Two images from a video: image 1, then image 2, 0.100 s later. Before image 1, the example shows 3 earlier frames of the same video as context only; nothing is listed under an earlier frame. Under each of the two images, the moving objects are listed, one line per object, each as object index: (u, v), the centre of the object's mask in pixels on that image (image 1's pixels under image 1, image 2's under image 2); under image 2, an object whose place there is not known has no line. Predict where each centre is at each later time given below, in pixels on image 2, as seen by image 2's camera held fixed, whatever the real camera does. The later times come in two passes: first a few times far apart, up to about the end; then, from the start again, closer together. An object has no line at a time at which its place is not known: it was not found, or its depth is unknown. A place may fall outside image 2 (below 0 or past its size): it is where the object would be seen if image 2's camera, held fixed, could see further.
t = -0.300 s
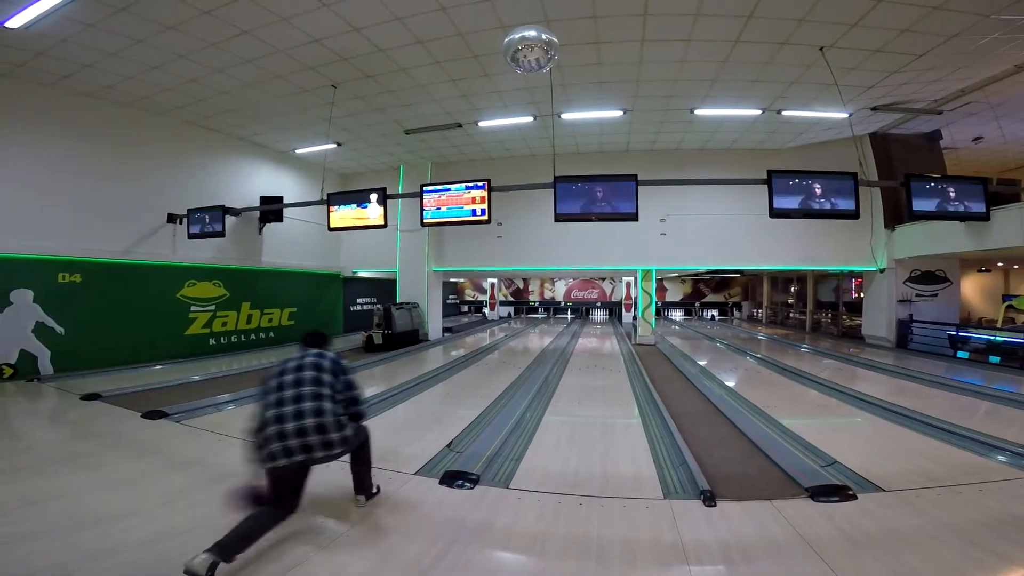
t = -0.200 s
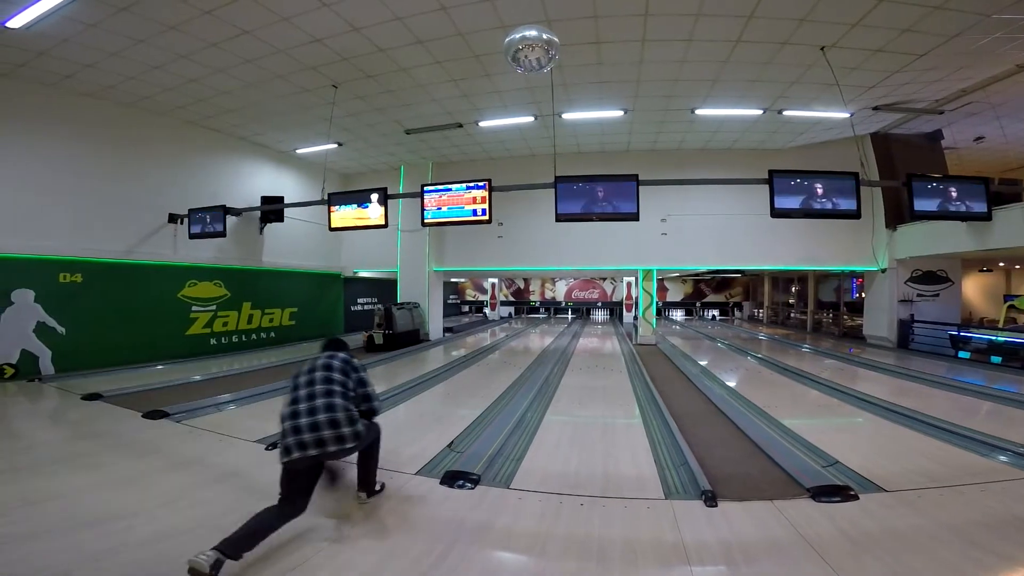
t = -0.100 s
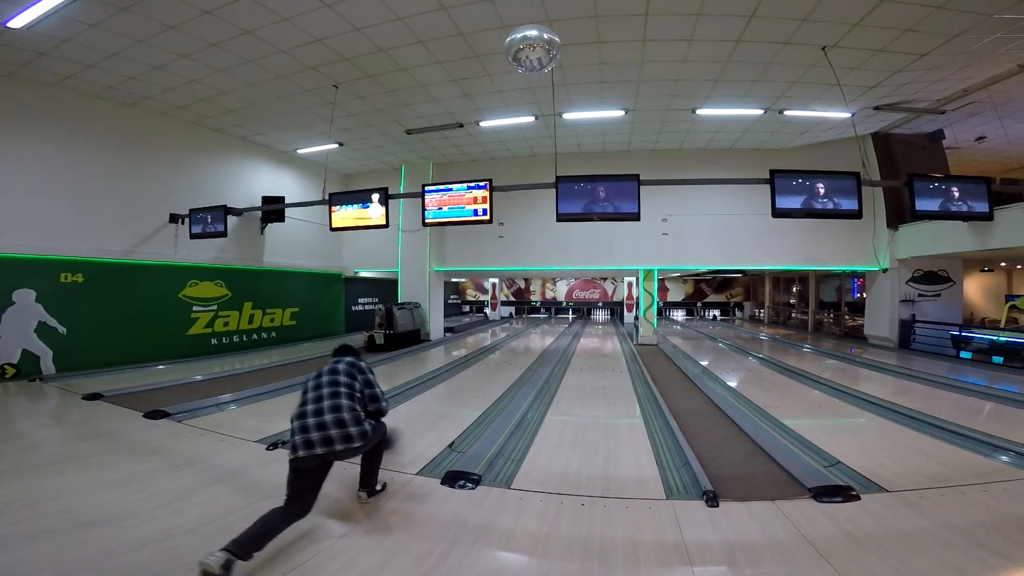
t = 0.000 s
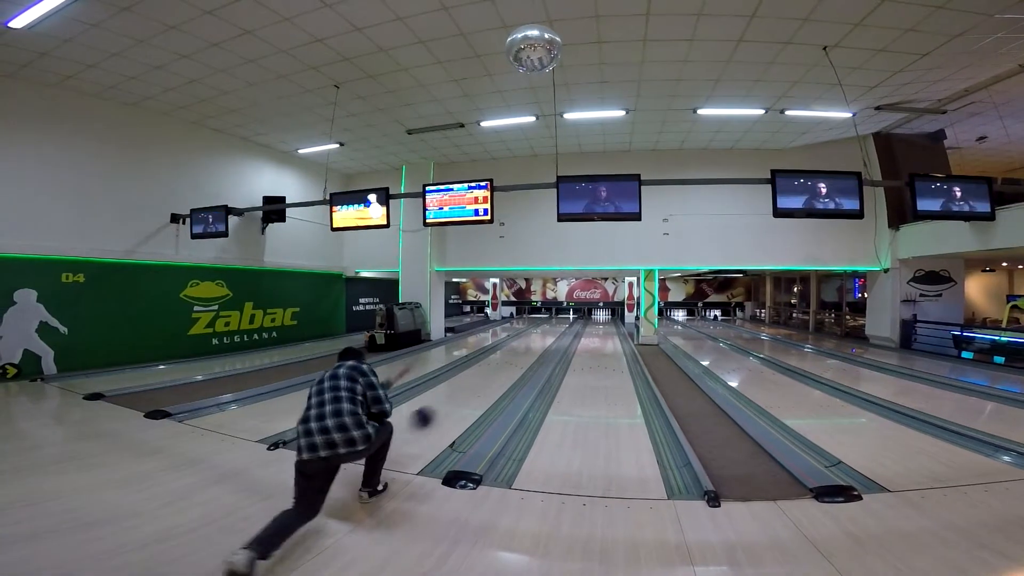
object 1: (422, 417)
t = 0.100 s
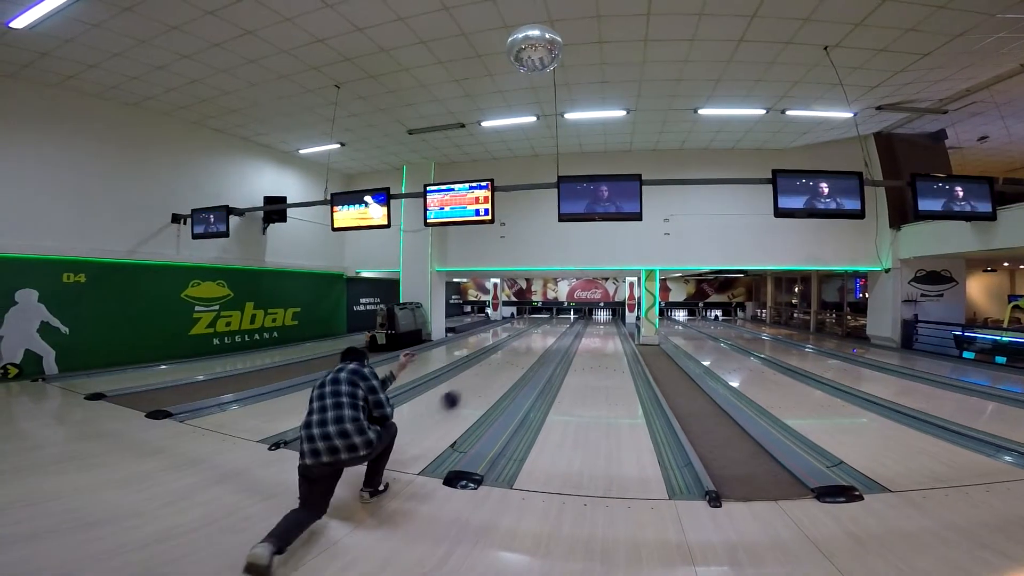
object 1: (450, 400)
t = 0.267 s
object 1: (479, 381)
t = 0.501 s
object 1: (507, 360)
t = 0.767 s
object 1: (526, 347)
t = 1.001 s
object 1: (538, 338)
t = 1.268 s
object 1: (547, 332)
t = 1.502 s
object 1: (554, 327)
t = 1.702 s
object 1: (559, 324)
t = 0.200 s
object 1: (470, 387)
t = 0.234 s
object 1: (475, 383)
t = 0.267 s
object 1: (479, 381)
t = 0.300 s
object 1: (486, 376)
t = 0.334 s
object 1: (488, 374)
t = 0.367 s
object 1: (492, 371)
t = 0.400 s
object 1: (497, 367)
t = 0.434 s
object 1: (500, 365)
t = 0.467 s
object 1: (503, 363)
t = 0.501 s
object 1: (507, 360)
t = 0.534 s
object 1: (509, 358)
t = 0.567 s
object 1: (511, 357)
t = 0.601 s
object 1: (515, 354)
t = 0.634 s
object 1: (517, 353)
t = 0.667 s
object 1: (519, 351)
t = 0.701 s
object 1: (522, 349)
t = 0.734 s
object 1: (524, 348)
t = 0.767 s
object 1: (526, 347)
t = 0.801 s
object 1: (528, 345)
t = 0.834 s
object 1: (530, 344)
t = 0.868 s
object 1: (531, 343)
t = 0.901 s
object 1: (533, 342)
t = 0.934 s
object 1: (534, 340)
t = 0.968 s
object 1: (536, 339)
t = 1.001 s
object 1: (538, 338)
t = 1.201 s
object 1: (545, 333)
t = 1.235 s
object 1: (546, 332)
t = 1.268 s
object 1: (547, 332)
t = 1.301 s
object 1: (549, 331)
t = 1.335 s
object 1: (549, 330)
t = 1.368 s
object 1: (550, 330)
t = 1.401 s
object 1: (552, 329)
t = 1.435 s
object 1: (552, 329)
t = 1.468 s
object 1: (553, 328)
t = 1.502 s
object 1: (554, 327)
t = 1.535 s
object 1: (555, 326)
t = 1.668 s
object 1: (558, 324)
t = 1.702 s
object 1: (559, 324)
